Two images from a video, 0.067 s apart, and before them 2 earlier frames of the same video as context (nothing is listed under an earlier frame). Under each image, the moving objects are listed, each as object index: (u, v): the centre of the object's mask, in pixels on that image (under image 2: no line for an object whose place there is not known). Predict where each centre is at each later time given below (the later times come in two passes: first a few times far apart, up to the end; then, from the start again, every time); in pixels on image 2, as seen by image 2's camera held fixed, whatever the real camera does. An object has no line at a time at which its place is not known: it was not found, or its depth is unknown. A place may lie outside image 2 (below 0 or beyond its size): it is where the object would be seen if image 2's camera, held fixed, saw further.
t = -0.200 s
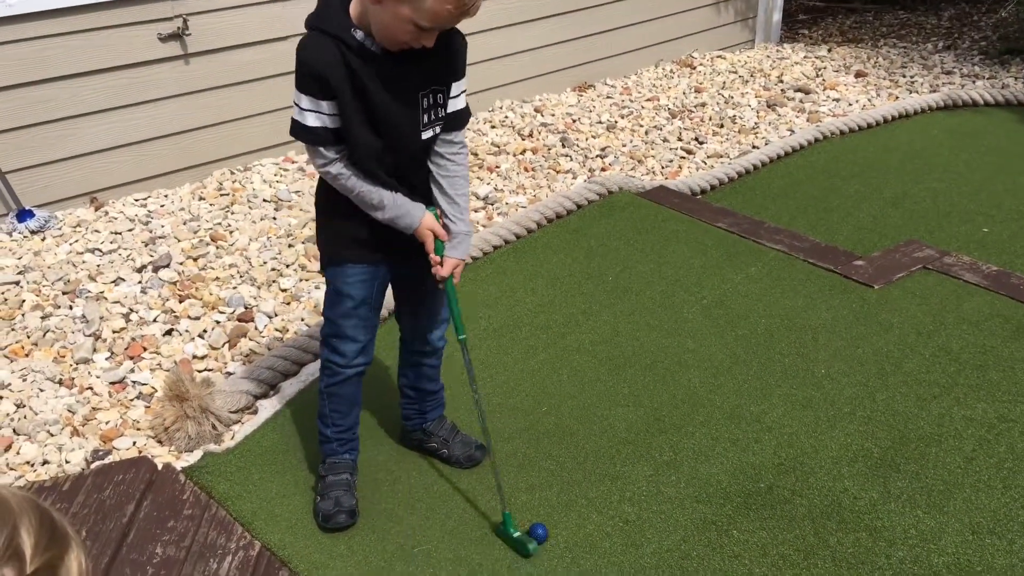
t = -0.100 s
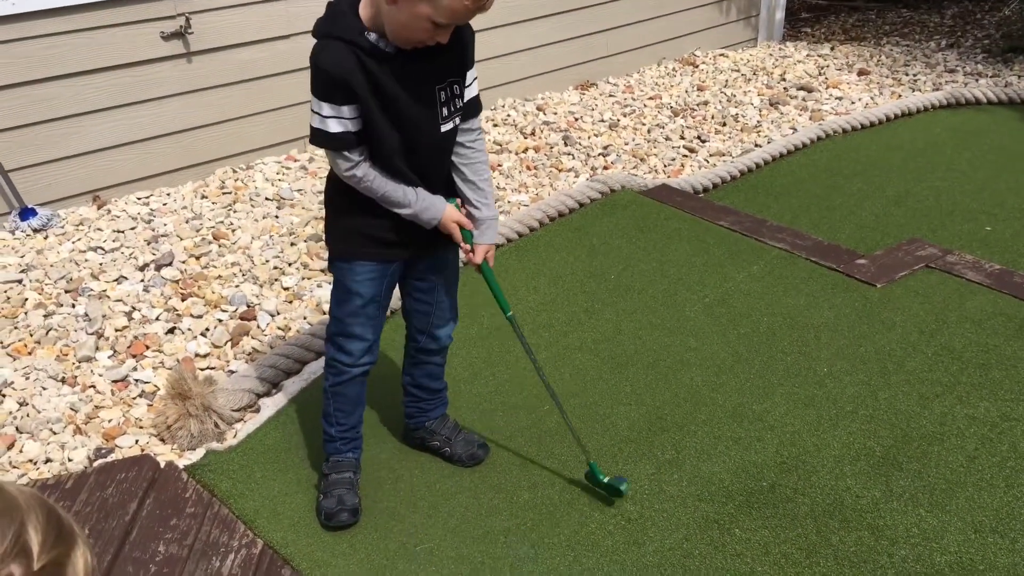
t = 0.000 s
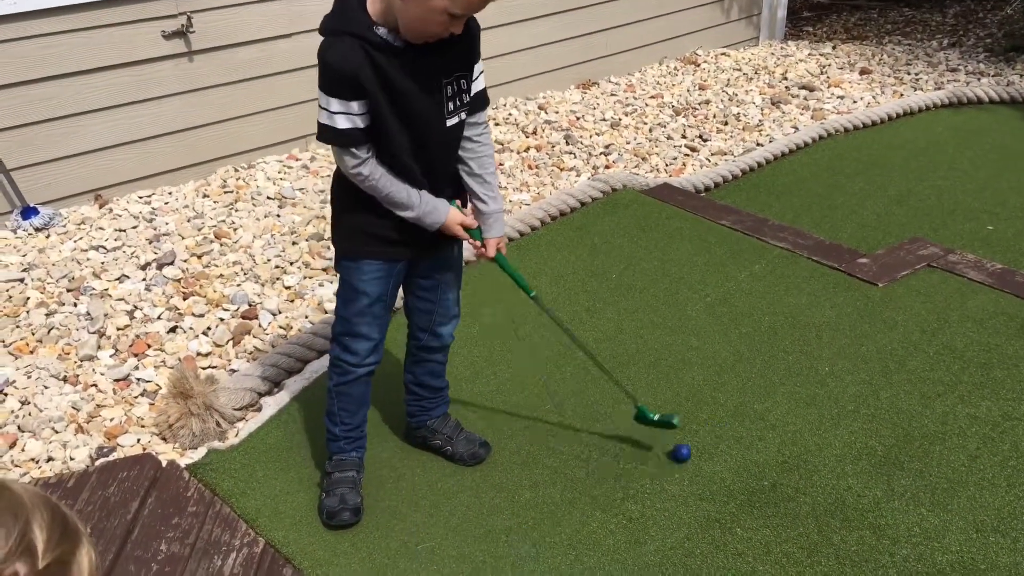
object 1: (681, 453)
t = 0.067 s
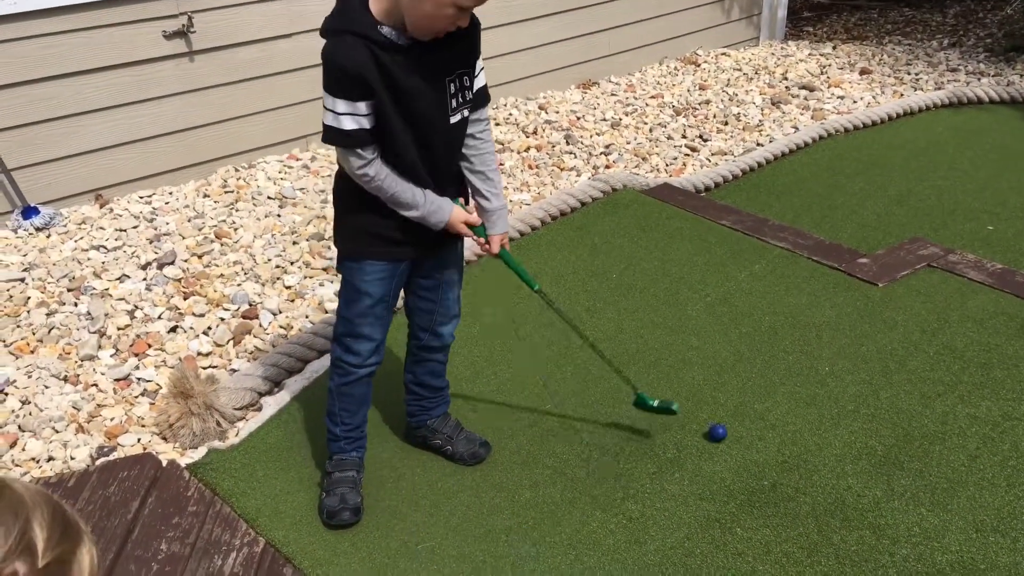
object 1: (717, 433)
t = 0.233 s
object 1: (798, 391)
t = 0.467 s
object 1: (893, 342)
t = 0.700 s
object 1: (972, 300)
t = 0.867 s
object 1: (1020, 277)
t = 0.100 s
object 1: (734, 424)
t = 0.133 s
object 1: (751, 417)
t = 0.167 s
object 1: (767, 408)
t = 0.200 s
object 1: (782, 400)
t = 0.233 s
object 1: (798, 391)
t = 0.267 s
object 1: (812, 383)
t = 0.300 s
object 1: (826, 376)
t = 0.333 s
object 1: (840, 369)
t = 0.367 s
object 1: (854, 362)
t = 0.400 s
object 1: (867, 355)
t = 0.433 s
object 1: (880, 349)
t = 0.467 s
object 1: (893, 342)
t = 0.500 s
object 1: (905, 336)
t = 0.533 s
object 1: (917, 330)
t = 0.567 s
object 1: (929, 323)
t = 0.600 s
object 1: (940, 317)
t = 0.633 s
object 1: (952, 311)
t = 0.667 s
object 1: (962, 305)
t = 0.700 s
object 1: (972, 300)
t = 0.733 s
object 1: (982, 294)
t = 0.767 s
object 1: (993, 289)
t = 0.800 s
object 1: (1002, 285)
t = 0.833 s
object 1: (1011, 281)
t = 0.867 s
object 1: (1020, 277)
